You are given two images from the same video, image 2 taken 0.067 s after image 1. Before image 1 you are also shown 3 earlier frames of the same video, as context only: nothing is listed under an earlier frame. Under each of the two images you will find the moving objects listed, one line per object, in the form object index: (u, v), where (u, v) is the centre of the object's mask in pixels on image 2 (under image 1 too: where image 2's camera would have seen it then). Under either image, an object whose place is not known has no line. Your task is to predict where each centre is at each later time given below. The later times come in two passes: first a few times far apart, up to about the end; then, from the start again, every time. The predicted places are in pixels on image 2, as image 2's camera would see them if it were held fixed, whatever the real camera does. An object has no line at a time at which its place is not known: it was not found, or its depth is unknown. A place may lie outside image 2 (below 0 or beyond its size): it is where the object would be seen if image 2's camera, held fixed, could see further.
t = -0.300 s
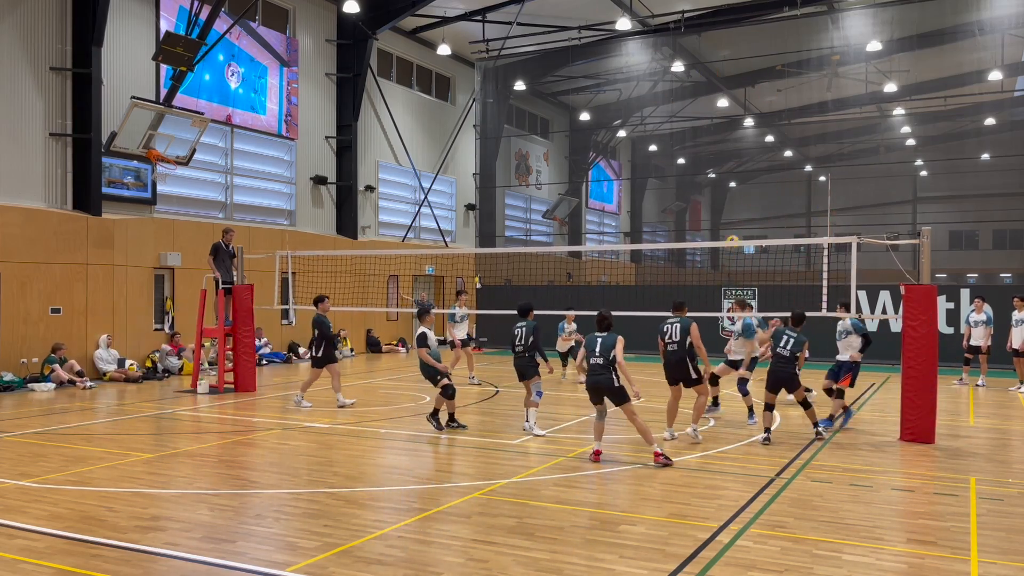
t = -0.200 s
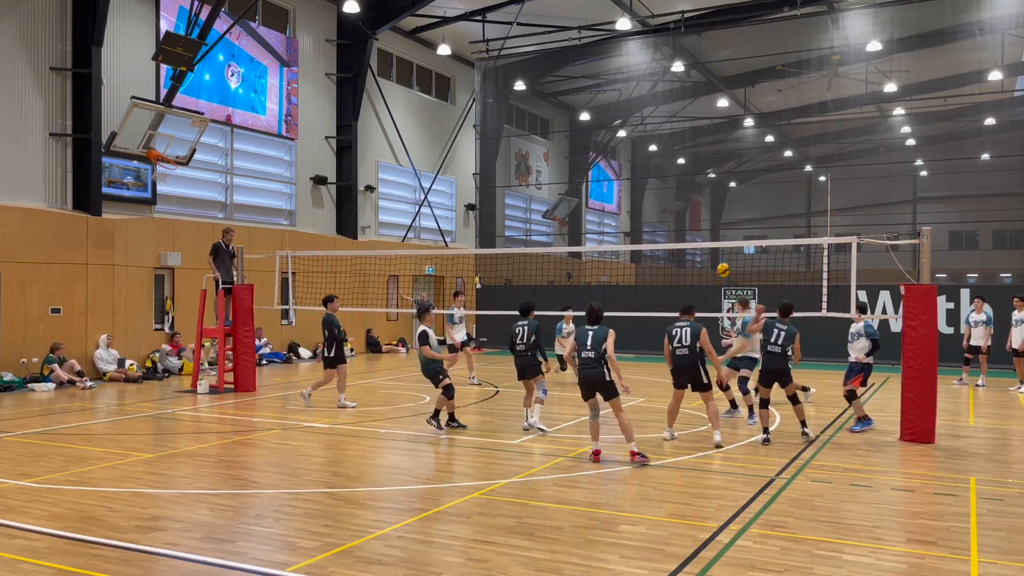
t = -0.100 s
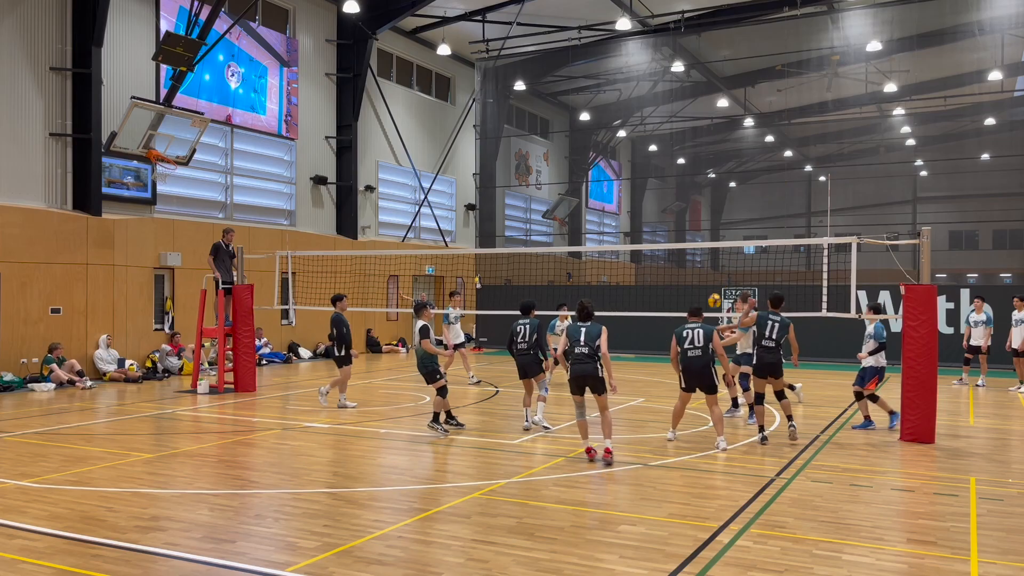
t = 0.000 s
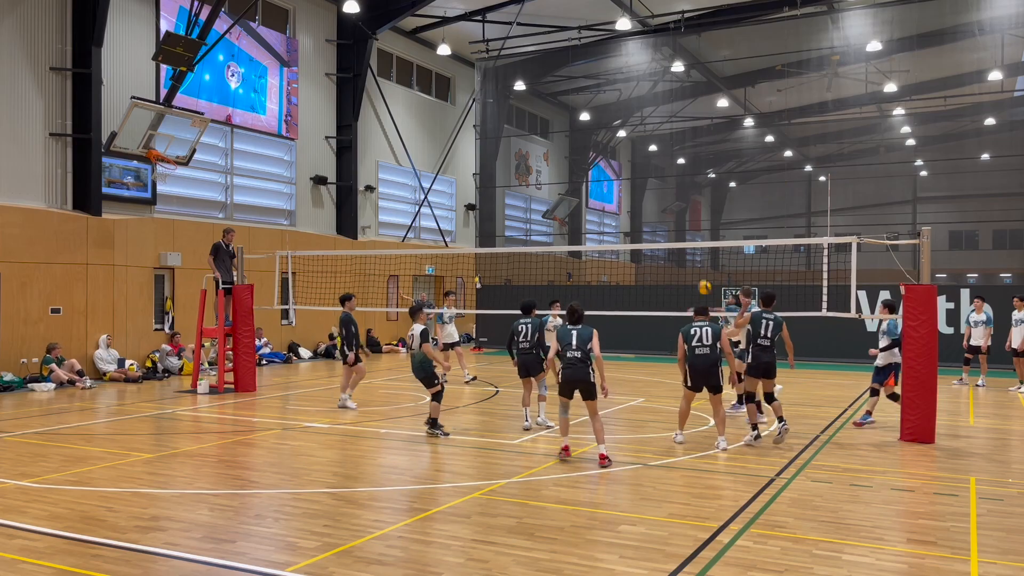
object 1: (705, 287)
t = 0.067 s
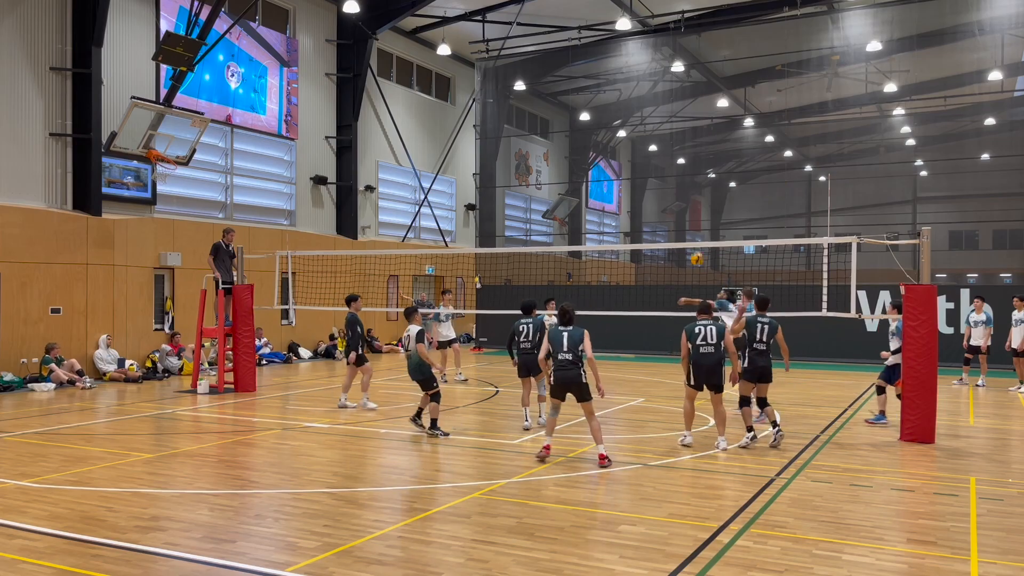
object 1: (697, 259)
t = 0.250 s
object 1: (677, 196)
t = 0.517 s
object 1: (651, 141)
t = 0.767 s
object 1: (627, 128)
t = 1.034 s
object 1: (601, 155)
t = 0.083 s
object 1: (695, 253)
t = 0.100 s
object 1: (694, 246)
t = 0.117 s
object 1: (691, 238)
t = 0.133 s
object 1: (689, 233)
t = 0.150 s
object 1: (688, 227)
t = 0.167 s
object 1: (686, 222)
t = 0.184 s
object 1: (684, 216)
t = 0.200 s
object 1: (682, 210)
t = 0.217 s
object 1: (681, 206)
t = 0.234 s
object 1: (679, 200)
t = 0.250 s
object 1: (677, 196)
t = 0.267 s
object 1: (675, 191)
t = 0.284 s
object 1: (674, 186)
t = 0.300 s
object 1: (672, 182)
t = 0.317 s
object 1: (671, 178)
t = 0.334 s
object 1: (669, 174)
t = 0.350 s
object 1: (667, 170)
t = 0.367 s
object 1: (666, 167)
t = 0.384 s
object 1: (664, 163)
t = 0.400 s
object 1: (662, 160)
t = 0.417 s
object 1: (660, 157)
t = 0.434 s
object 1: (659, 154)
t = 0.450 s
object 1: (657, 151)
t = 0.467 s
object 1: (655, 148)
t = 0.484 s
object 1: (654, 146)
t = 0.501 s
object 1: (652, 144)
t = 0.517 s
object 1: (651, 141)
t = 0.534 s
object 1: (649, 139)
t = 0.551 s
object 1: (647, 138)
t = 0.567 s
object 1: (646, 136)
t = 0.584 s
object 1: (644, 134)
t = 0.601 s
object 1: (642, 133)
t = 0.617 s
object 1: (641, 132)
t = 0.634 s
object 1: (640, 131)
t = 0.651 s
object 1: (638, 130)
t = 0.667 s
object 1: (637, 130)
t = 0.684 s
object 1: (634, 129)
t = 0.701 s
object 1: (633, 129)
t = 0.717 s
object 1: (631, 128)
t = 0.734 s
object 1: (630, 128)
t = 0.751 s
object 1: (629, 128)
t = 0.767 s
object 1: (627, 128)
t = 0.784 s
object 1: (625, 129)
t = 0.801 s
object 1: (624, 130)
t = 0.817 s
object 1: (622, 130)
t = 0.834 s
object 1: (620, 131)
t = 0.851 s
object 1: (619, 133)
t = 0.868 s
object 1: (617, 134)
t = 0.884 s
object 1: (615, 135)
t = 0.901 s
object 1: (613, 137)
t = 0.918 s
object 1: (612, 139)
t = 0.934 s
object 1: (610, 140)
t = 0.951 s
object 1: (609, 142)
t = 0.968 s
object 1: (607, 144)
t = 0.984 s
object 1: (606, 147)
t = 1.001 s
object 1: (604, 149)
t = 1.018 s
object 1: (603, 152)
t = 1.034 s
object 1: (601, 155)
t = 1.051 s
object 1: (599, 158)
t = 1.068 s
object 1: (598, 160)
